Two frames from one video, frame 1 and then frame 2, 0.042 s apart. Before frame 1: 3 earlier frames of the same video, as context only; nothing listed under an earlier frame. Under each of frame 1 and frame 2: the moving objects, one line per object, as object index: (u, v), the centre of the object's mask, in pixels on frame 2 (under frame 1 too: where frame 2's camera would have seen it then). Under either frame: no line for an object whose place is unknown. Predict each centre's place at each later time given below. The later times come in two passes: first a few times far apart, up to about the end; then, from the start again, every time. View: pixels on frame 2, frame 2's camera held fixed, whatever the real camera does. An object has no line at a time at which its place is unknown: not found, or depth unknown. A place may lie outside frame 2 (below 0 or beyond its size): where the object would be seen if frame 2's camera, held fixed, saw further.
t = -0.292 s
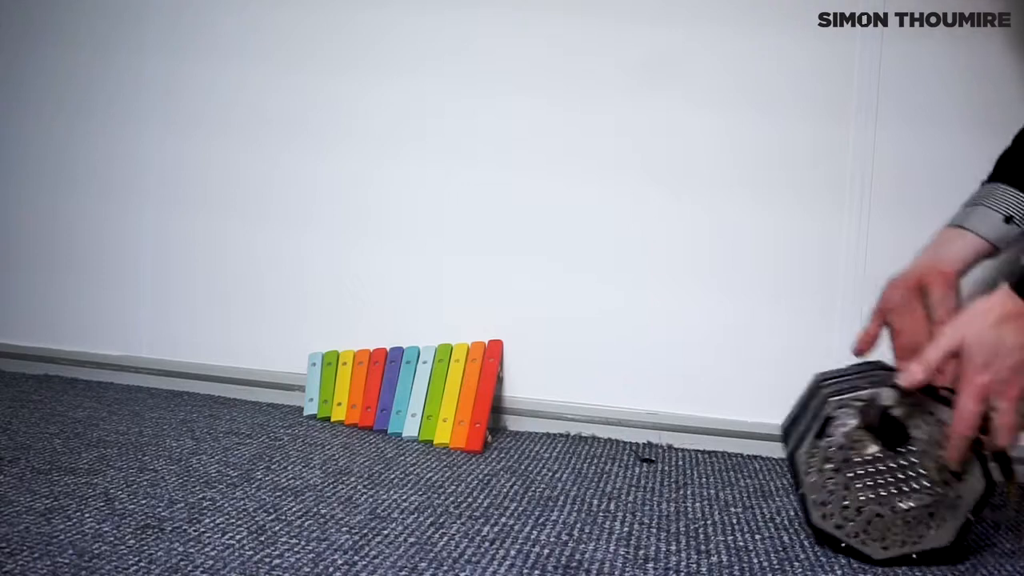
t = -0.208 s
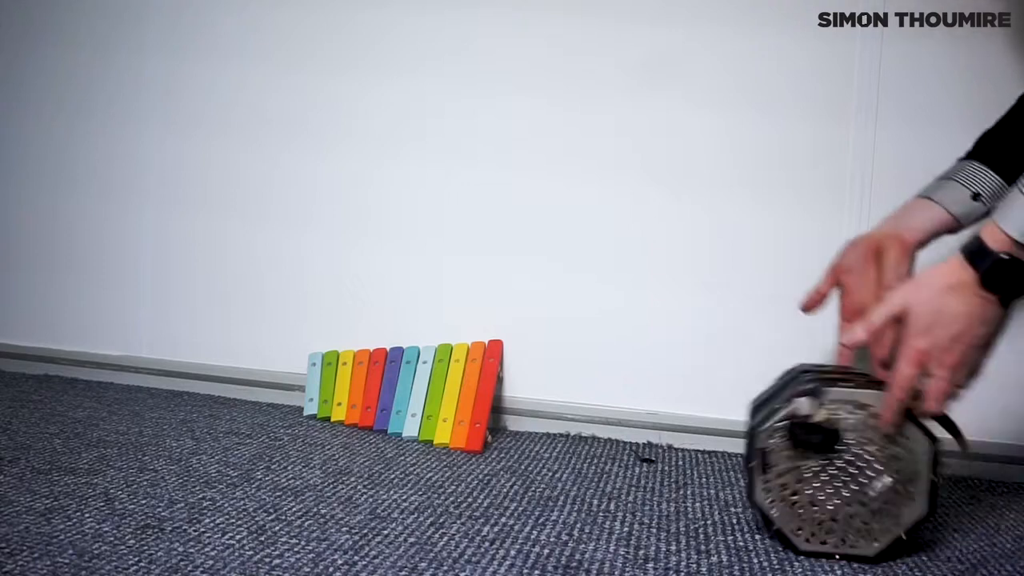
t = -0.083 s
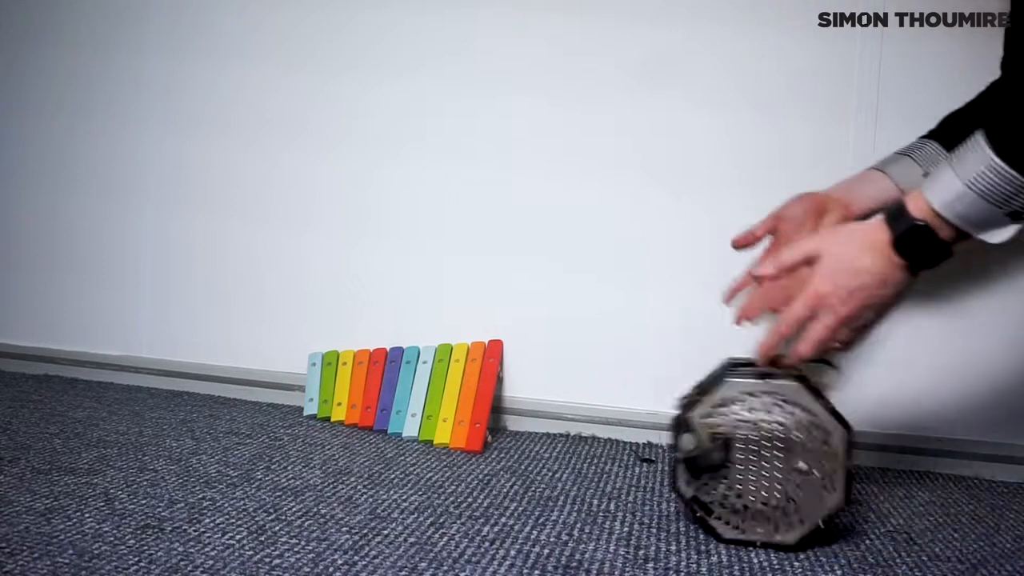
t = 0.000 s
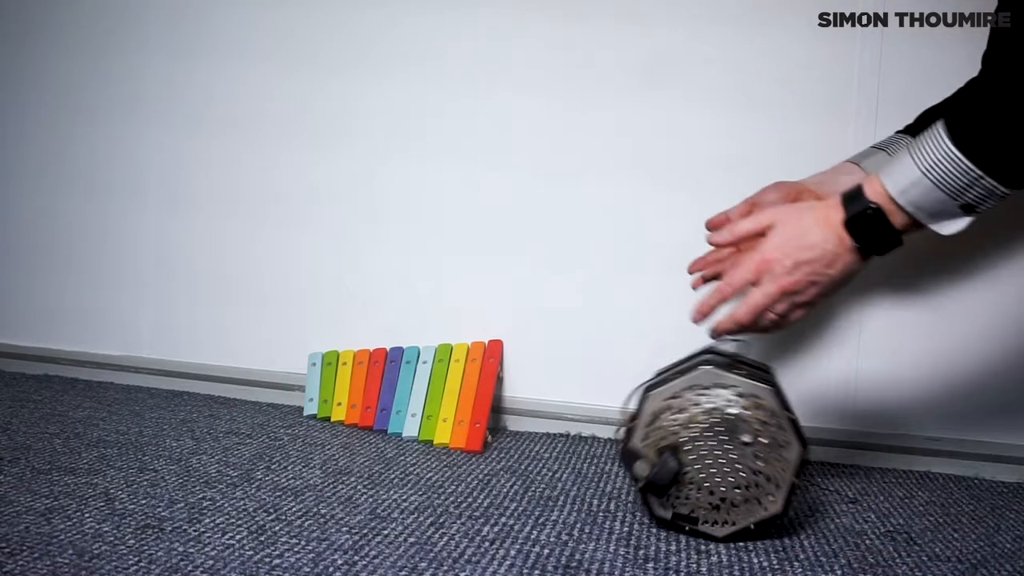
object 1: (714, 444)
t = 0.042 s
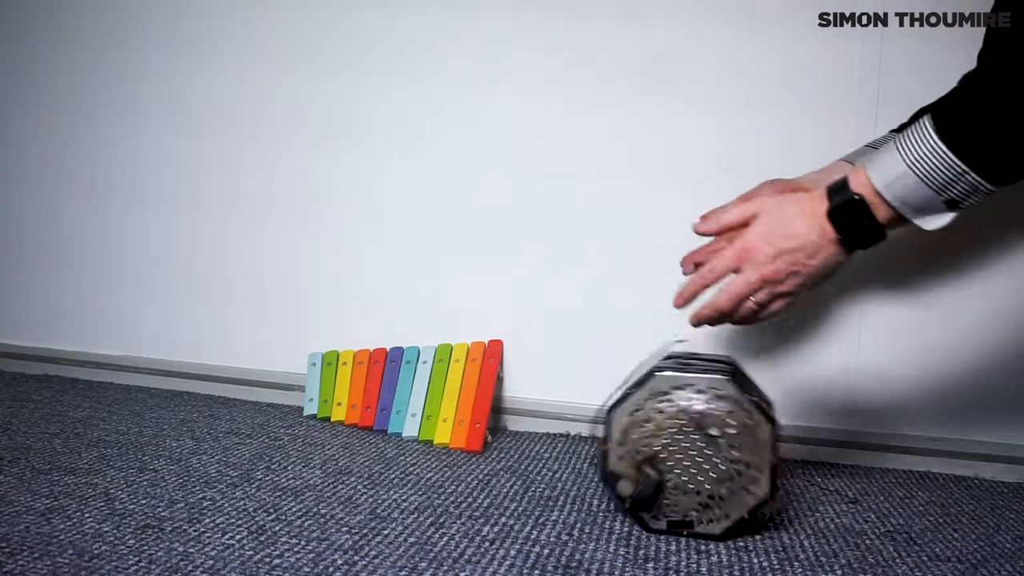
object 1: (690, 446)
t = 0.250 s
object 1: (574, 429)
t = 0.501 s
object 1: (481, 416)
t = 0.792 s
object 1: (405, 405)
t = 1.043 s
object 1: (350, 395)
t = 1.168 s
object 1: (326, 394)
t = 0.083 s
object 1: (669, 439)
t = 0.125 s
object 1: (647, 438)
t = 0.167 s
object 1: (630, 440)
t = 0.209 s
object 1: (603, 438)
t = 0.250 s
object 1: (574, 429)
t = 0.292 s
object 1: (557, 428)
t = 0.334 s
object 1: (540, 424)
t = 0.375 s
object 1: (524, 421)
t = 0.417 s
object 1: (509, 423)
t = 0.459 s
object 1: (494, 422)
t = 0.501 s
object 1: (481, 416)
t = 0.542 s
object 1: (469, 414)
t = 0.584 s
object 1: (459, 412)
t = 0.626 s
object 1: (446, 412)
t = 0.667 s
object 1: (433, 411)
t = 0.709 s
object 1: (422, 408)
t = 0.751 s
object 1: (413, 406)
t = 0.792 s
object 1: (405, 405)
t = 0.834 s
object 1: (394, 405)
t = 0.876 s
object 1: (383, 405)
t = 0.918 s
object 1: (374, 402)
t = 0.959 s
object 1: (364, 398)
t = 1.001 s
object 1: (357, 396)
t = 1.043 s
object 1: (350, 395)
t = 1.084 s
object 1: (342, 393)
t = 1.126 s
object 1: (335, 394)
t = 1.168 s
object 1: (326, 394)
